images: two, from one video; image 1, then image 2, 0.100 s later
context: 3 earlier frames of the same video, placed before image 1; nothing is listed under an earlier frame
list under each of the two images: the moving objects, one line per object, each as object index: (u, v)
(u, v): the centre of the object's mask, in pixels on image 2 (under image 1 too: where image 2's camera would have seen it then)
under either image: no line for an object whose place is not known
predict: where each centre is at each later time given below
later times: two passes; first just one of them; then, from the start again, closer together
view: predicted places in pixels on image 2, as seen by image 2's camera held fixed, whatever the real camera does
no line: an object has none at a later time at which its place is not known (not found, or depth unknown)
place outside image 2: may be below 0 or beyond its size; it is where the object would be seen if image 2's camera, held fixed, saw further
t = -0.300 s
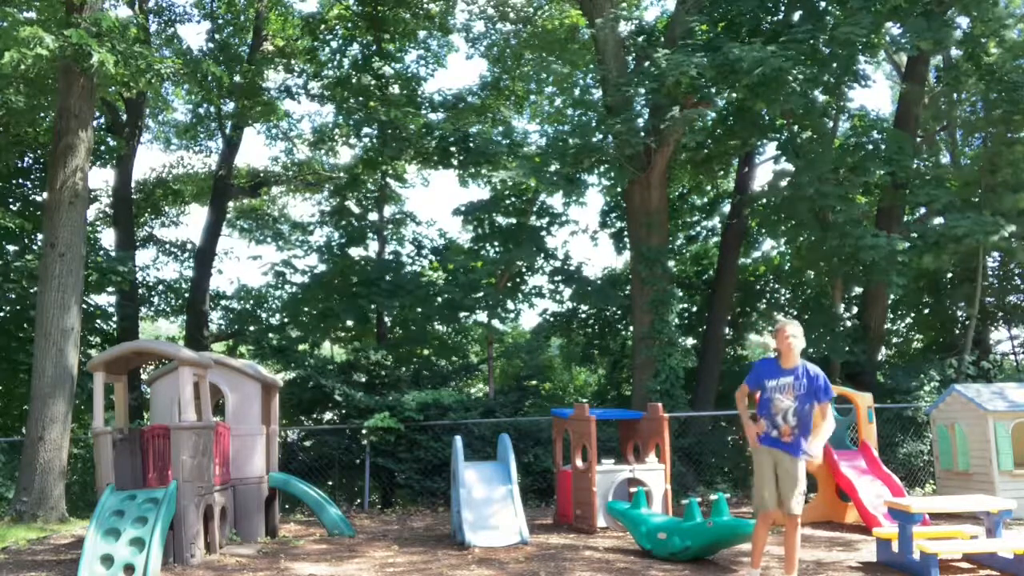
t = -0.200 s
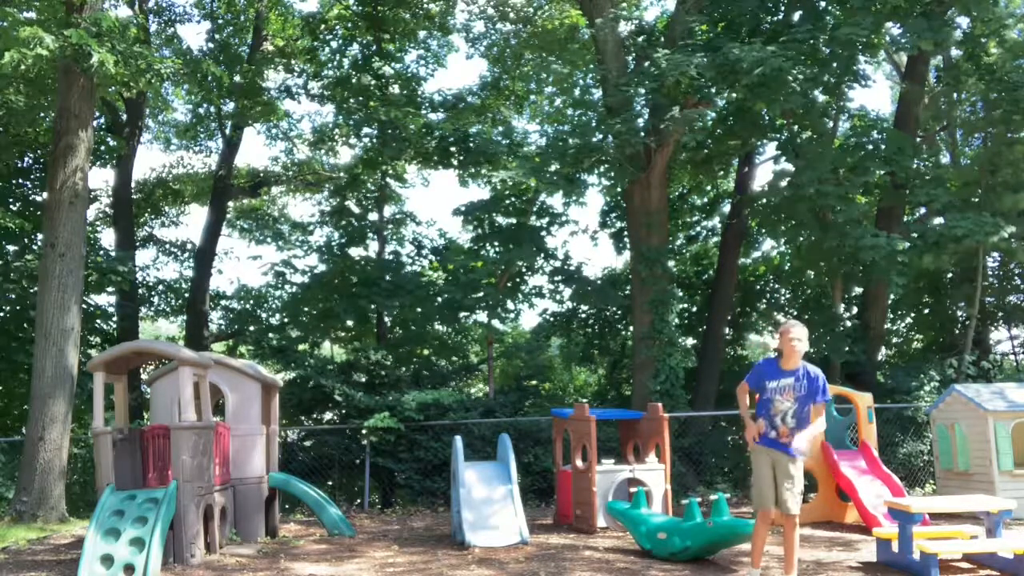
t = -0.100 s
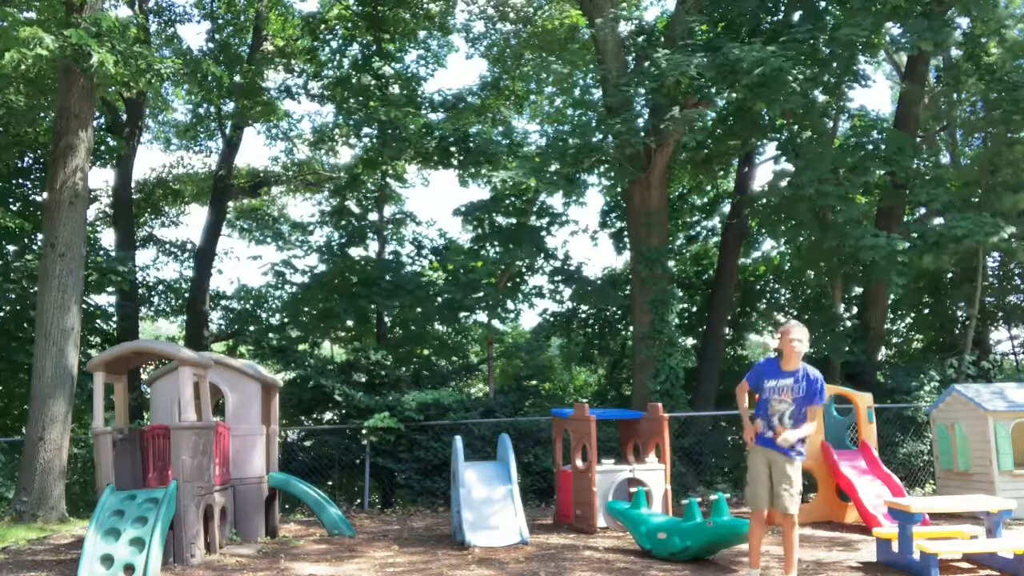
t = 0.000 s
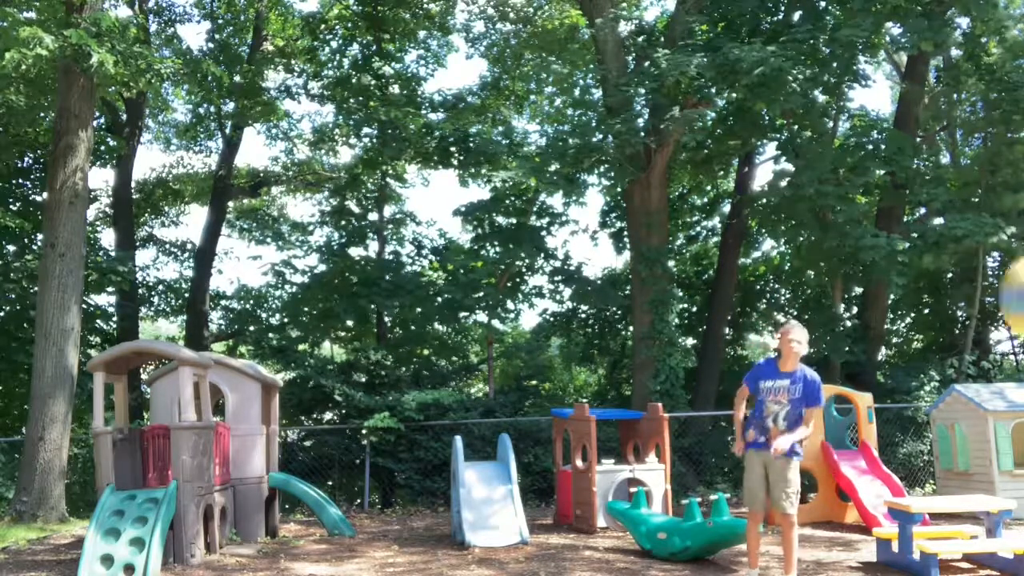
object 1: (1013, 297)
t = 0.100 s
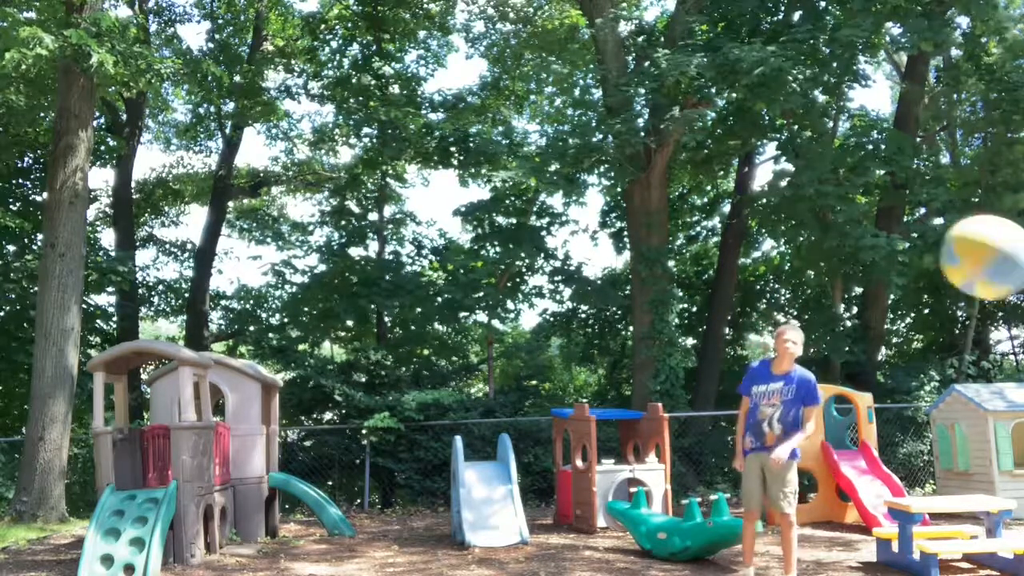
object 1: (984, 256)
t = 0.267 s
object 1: (911, 264)
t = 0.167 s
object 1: (952, 250)
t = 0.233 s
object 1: (924, 257)
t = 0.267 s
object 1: (911, 264)
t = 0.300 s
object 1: (899, 274)
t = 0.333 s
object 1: (888, 285)
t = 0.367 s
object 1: (878, 299)
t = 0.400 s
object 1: (868, 316)
